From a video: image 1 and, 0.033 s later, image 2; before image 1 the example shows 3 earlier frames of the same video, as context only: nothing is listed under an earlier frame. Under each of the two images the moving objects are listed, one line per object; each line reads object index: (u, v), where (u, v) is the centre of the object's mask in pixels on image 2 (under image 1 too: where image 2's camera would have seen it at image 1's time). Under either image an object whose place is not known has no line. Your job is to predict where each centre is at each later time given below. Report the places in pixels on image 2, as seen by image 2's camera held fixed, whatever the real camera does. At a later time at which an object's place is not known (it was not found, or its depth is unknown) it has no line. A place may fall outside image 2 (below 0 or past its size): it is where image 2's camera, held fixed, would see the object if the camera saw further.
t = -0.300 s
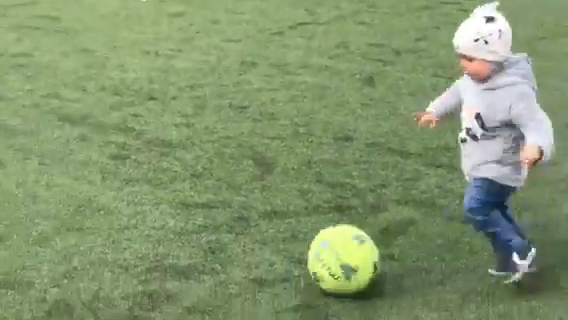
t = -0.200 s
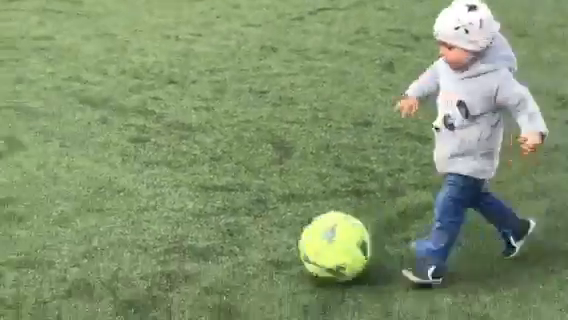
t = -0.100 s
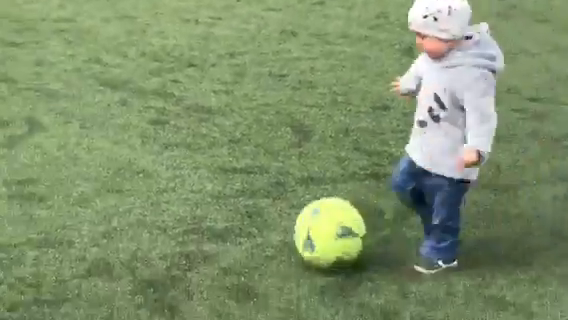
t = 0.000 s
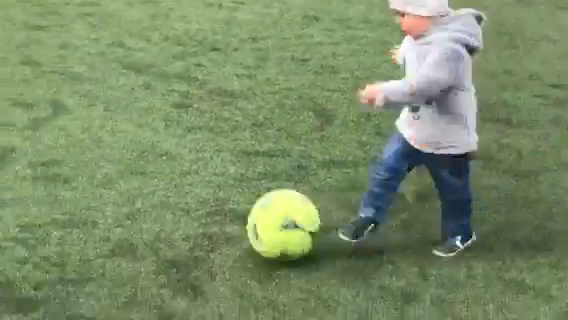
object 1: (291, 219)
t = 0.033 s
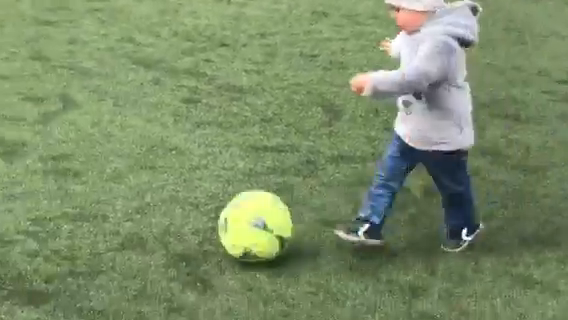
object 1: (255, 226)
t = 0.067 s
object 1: (222, 228)
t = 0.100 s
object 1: (189, 233)
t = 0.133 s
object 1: (159, 238)
